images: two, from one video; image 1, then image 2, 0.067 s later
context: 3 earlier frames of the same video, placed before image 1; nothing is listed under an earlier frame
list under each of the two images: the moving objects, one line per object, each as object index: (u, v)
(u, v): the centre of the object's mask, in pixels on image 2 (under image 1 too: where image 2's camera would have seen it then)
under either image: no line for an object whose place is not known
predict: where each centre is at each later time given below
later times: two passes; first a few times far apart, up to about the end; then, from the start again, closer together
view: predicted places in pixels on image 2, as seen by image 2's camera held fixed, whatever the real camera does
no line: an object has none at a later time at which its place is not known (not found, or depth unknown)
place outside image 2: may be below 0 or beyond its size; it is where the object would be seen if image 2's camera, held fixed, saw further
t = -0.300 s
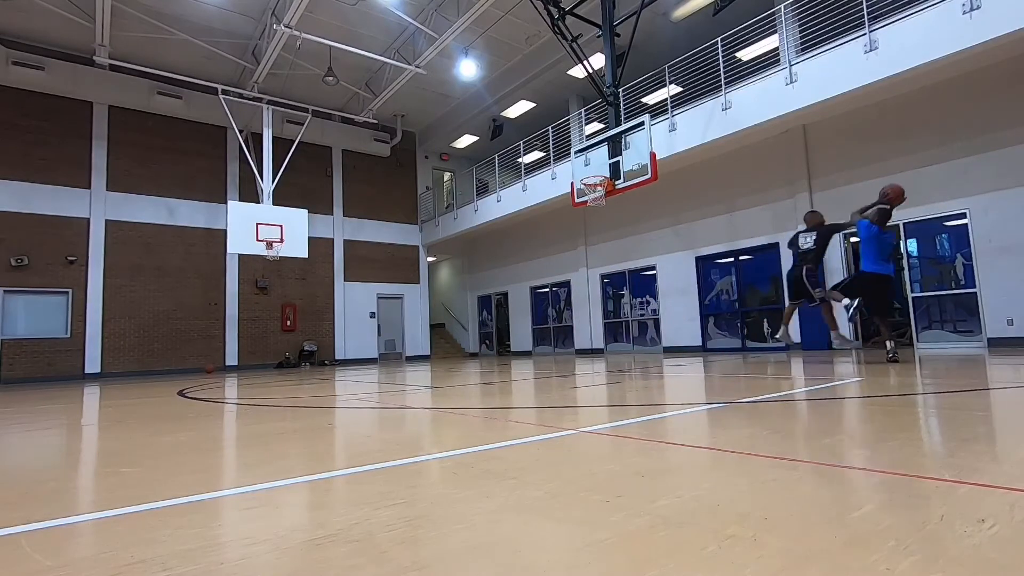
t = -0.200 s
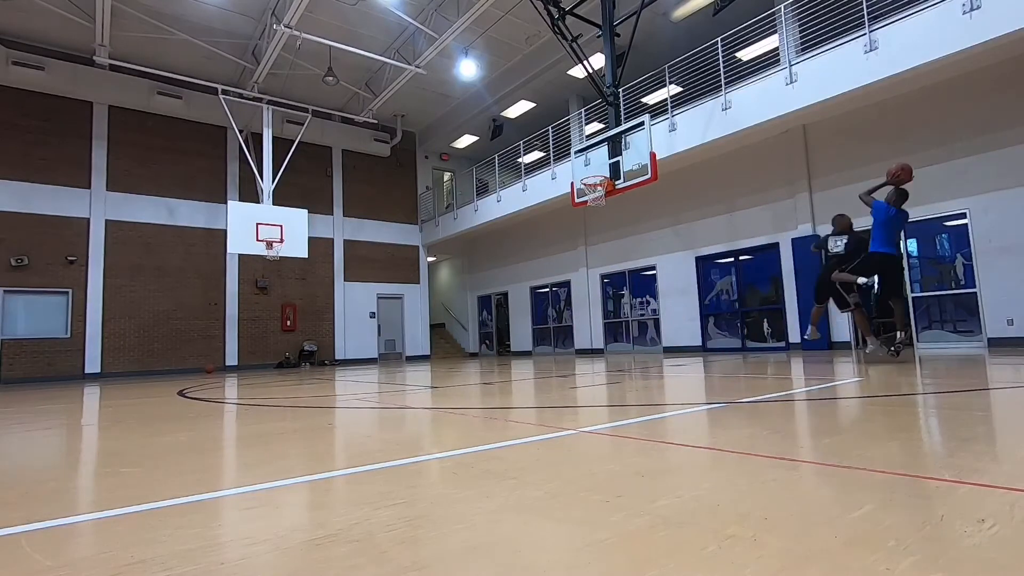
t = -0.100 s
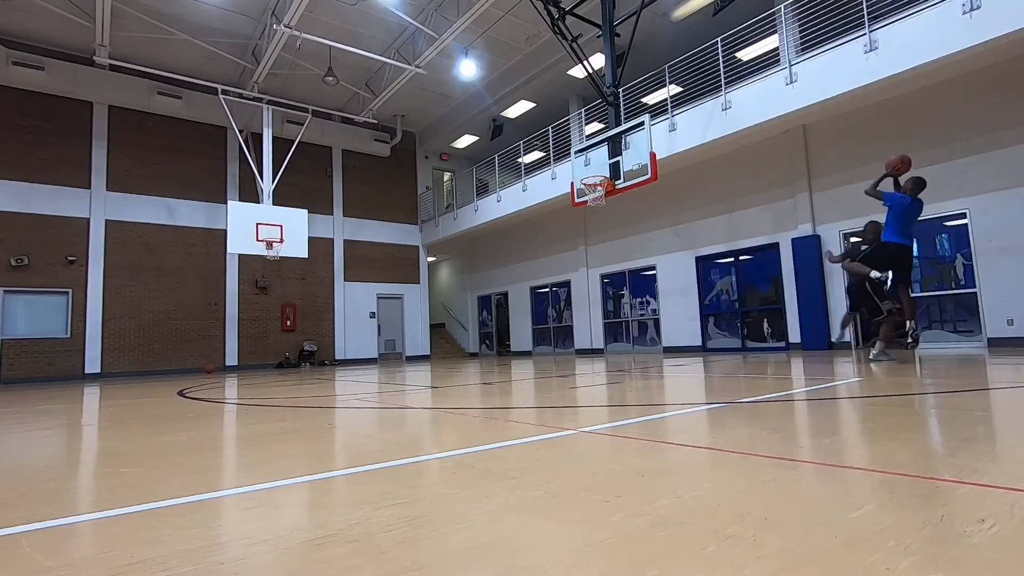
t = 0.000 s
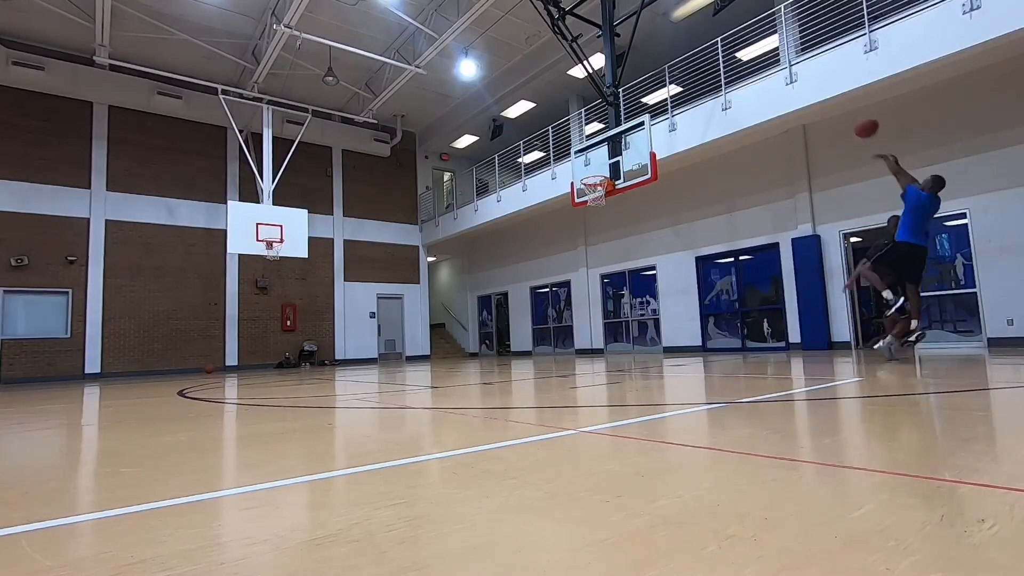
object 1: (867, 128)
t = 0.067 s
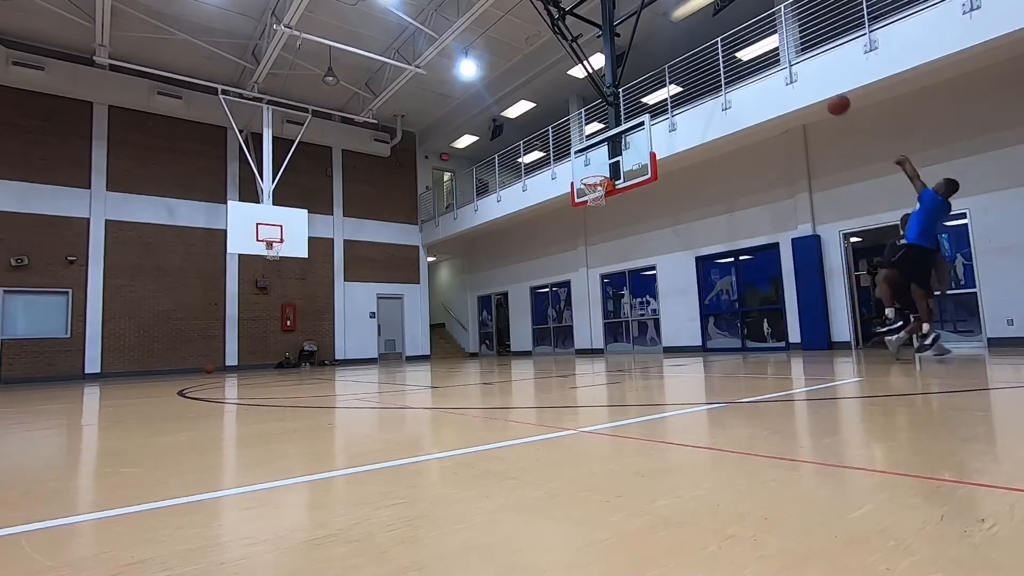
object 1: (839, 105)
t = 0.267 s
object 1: (768, 65)
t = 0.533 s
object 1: (697, 63)
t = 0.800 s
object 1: (642, 103)
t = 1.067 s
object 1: (603, 169)
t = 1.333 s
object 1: (615, 138)
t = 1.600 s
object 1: (631, 149)
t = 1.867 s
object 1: (657, 222)
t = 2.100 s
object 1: (686, 357)
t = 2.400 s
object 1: (696, 222)
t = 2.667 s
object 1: (712, 151)
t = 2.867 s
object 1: (729, 144)
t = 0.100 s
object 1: (826, 95)
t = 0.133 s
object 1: (813, 87)
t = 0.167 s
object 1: (801, 80)
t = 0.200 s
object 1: (789, 74)
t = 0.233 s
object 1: (778, 69)
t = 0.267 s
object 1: (768, 65)
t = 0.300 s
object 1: (758, 62)
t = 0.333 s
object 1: (748, 60)
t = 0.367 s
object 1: (738, 59)
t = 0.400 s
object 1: (731, 58)
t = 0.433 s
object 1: (721, 59)
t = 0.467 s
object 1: (713, 59)
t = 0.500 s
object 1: (704, 61)
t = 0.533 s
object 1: (697, 63)
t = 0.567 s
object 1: (689, 65)
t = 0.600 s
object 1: (682, 69)
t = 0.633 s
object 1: (674, 73)
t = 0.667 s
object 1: (668, 78)
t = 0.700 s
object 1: (661, 83)
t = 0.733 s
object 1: (655, 89)
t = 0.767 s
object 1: (648, 96)
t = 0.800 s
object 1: (642, 103)
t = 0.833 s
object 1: (637, 110)
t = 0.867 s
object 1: (631, 118)
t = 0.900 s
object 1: (625, 126)
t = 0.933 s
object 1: (620, 136)
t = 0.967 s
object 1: (615, 146)
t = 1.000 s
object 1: (610, 154)
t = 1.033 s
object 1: (605, 165)
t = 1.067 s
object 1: (603, 169)
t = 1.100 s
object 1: (604, 163)
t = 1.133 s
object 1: (606, 157)
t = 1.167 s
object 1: (607, 152)
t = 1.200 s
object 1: (609, 148)
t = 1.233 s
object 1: (610, 145)
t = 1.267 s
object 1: (611, 142)
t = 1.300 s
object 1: (613, 139)
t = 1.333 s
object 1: (615, 138)
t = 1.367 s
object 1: (616, 137)
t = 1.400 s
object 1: (618, 137)
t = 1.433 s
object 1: (619, 137)
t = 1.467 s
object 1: (622, 137)
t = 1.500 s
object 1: (624, 139)
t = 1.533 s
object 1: (626, 141)
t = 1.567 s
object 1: (629, 145)
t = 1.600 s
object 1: (631, 149)
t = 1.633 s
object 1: (634, 155)
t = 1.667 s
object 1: (637, 161)
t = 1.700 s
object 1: (640, 168)
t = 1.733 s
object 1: (644, 177)
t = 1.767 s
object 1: (647, 186)
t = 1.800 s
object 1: (649, 197)
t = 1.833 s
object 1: (653, 209)
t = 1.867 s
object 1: (657, 222)
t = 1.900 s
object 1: (660, 237)
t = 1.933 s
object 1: (664, 252)
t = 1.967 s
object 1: (668, 269)
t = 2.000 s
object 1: (672, 288)
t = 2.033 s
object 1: (677, 309)
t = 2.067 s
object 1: (681, 331)
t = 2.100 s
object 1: (686, 357)
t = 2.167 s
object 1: (689, 331)
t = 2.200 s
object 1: (689, 313)
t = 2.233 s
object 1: (690, 296)
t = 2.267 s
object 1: (691, 280)
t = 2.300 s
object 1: (692, 264)
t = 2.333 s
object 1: (694, 250)
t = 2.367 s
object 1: (695, 235)
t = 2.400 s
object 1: (696, 222)
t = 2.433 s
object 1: (698, 211)
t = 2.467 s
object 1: (699, 199)
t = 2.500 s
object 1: (701, 189)
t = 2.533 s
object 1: (703, 179)
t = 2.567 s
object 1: (705, 170)
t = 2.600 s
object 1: (707, 163)
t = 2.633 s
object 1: (709, 157)
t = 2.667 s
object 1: (712, 151)
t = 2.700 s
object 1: (714, 147)
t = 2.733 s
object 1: (717, 143)
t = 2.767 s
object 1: (719, 142)
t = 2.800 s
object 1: (722, 141)
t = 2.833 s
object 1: (725, 141)
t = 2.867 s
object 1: (729, 144)
